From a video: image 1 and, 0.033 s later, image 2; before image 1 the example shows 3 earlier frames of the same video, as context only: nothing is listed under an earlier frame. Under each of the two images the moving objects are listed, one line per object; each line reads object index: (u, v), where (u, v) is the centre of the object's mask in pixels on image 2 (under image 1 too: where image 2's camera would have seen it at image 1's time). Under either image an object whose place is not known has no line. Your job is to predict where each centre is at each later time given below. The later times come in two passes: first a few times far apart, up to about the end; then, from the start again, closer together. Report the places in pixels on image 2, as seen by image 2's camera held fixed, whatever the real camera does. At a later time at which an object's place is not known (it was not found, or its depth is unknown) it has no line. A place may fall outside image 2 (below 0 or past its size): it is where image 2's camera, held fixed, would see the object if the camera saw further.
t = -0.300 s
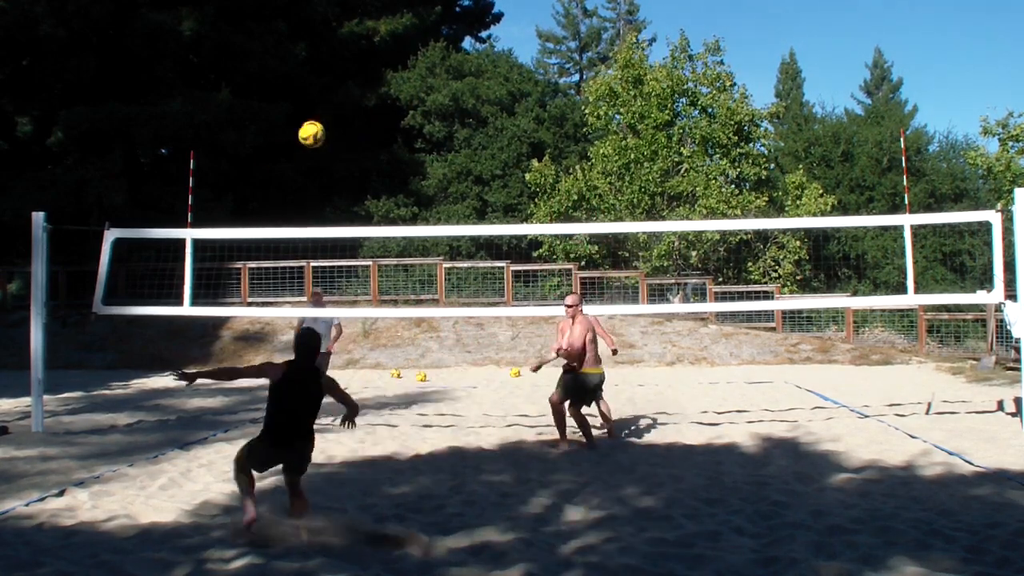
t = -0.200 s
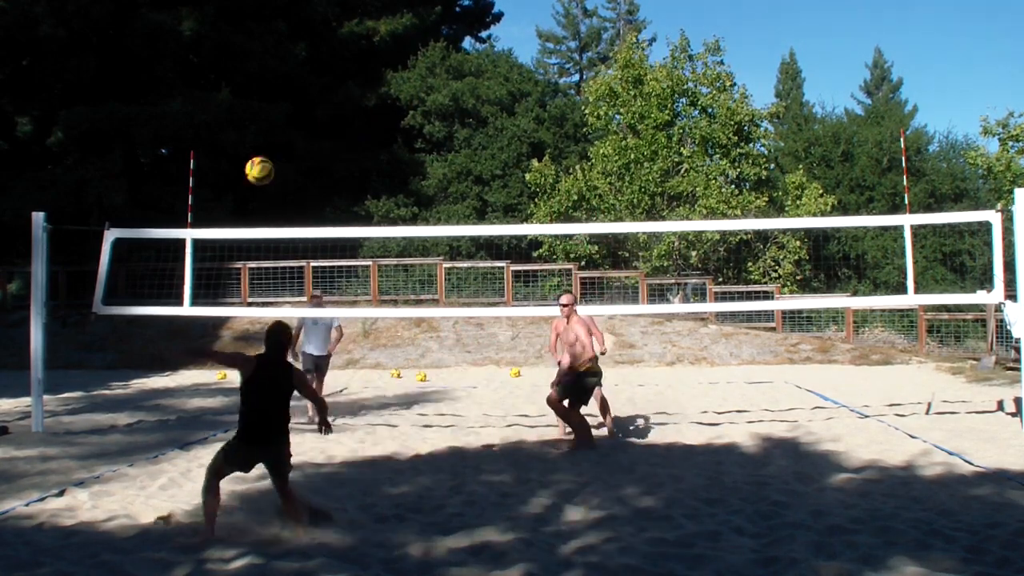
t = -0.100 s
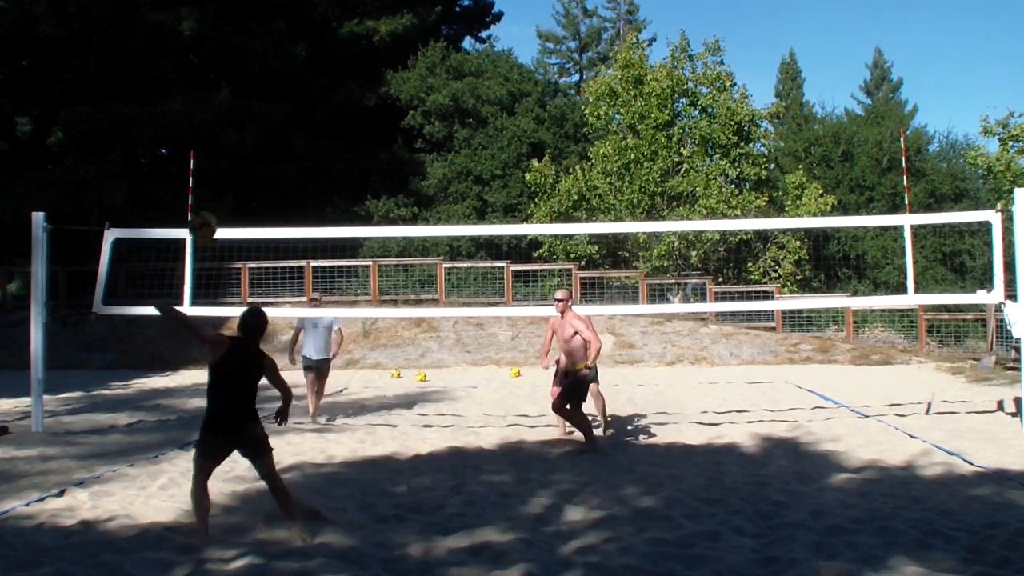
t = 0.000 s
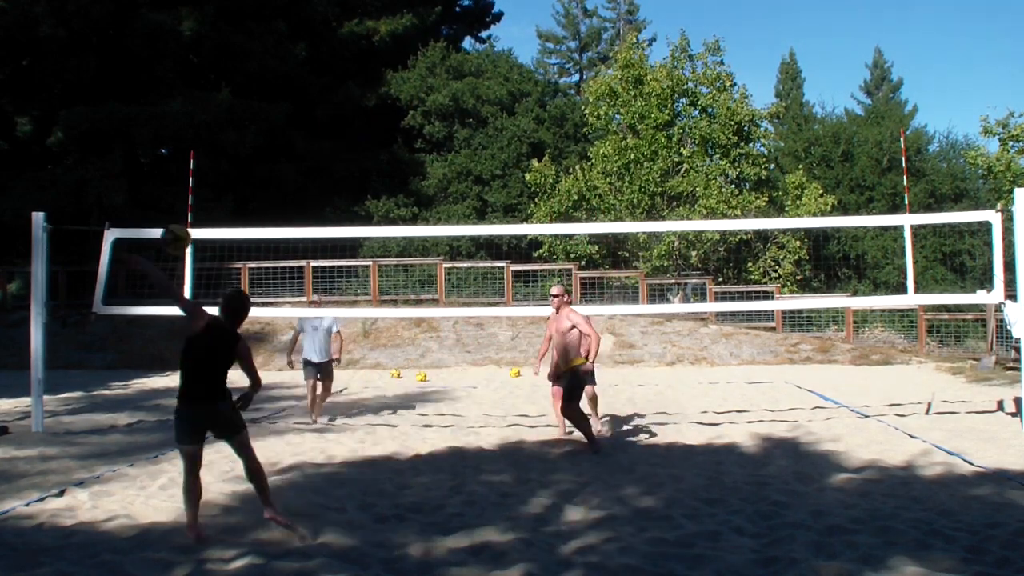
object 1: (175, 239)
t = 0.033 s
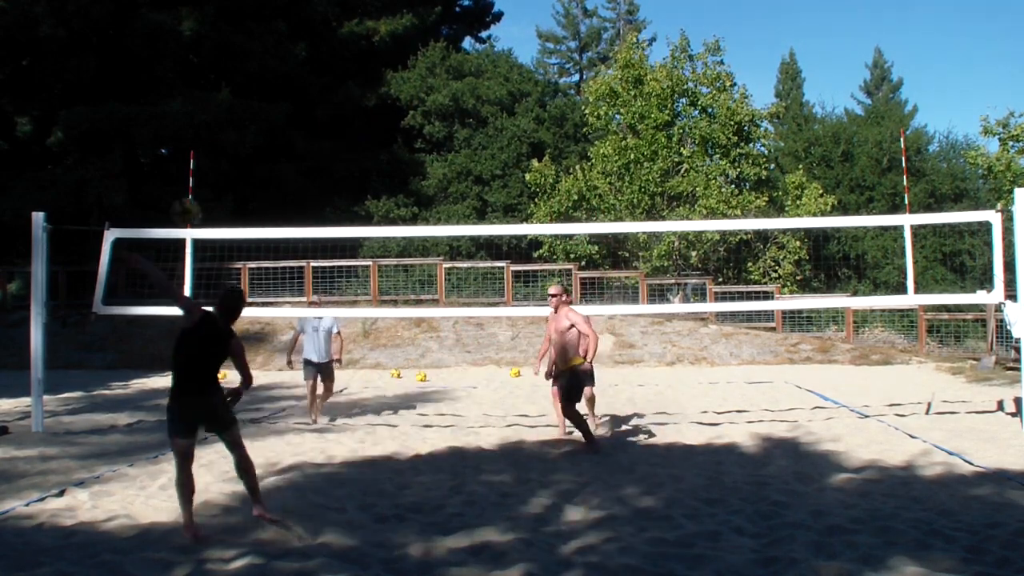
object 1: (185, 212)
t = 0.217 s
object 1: (238, 104)
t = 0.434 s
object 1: (291, 45)
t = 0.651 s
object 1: (337, 46)
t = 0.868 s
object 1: (377, 95)
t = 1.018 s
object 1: (401, 153)
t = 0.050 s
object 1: (192, 201)
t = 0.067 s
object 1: (196, 188)
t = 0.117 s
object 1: (211, 156)
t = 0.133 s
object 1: (215, 145)
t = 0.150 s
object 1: (220, 136)
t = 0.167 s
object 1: (224, 127)
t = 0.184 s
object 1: (229, 119)
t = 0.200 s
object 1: (233, 111)
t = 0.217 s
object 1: (238, 104)
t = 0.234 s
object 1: (242, 97)
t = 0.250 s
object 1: (246, 90)
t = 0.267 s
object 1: (251, 84)
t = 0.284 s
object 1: (255, 78)
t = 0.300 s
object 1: (259, 73)
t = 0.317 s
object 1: (264, 68)
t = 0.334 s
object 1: (268, 64)
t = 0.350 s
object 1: (272, 60)
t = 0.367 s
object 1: (276, 56)
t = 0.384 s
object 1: (280, 53)
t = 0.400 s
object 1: (283, 50)
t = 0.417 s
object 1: (287, 47)
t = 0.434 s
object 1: (291, 45)
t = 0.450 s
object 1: (295, 43)
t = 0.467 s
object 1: (298, 42)
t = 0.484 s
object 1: (302, 40)
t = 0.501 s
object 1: (305, 39)
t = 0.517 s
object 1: (309, 39)
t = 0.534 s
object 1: (313, 39)
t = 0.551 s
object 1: (316, 39)
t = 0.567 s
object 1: (320, 39)
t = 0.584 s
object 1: (323, 40)
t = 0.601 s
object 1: (327, 41)
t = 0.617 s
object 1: (330, 42)
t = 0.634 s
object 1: (333, 44)
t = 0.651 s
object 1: (337, 46)
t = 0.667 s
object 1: (340, 48)
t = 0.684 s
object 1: (343, 50)
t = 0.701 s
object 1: (346, 53)
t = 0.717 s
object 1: (349, 56)
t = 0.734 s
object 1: (352, 59)
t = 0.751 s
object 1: (356, 63)
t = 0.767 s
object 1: (359, 67)
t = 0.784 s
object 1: (362, 71)
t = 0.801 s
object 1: (365, 75)
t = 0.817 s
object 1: (368, 80)
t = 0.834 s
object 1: (371, 84)
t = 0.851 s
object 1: (373, 90)
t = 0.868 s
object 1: (377, 95)
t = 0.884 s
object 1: (379, 100)
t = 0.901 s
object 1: (382, 106)
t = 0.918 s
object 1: (385, 112)
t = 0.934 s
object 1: (388, 118)
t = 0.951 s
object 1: (391, 125)
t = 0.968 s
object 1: (393, 131)
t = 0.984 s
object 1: (396, 139)
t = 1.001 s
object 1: (399, 146)
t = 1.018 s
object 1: (401, 153)
